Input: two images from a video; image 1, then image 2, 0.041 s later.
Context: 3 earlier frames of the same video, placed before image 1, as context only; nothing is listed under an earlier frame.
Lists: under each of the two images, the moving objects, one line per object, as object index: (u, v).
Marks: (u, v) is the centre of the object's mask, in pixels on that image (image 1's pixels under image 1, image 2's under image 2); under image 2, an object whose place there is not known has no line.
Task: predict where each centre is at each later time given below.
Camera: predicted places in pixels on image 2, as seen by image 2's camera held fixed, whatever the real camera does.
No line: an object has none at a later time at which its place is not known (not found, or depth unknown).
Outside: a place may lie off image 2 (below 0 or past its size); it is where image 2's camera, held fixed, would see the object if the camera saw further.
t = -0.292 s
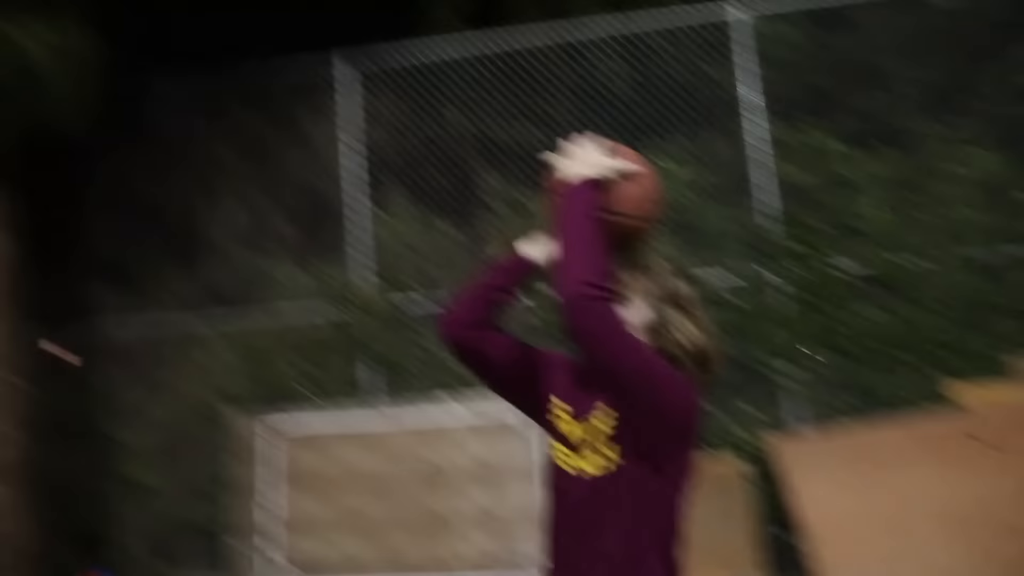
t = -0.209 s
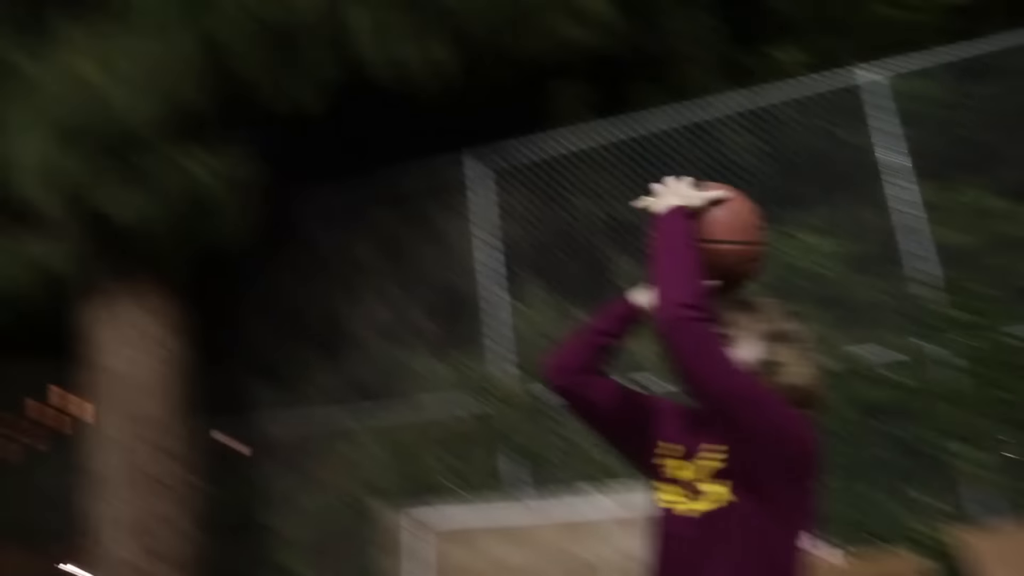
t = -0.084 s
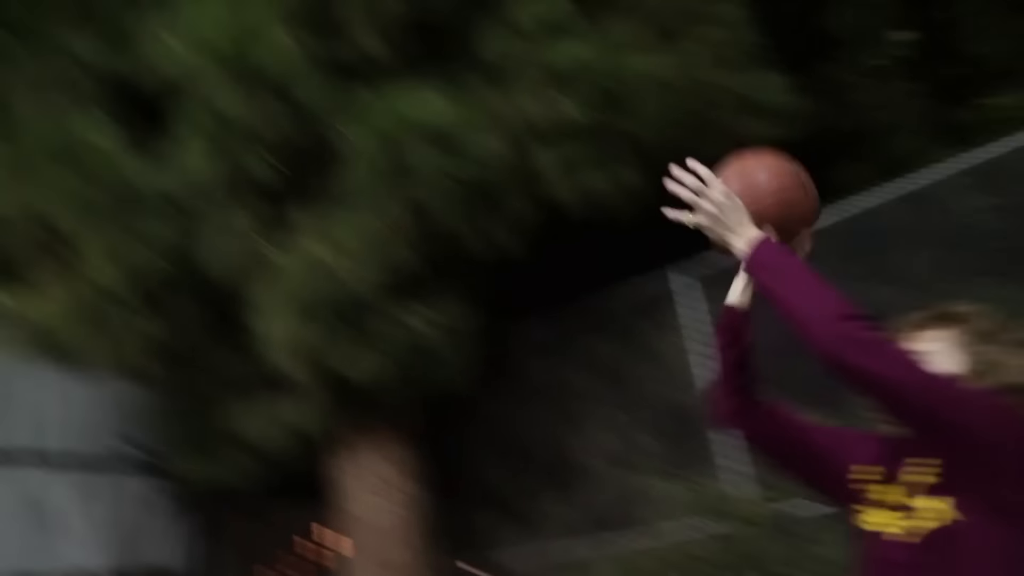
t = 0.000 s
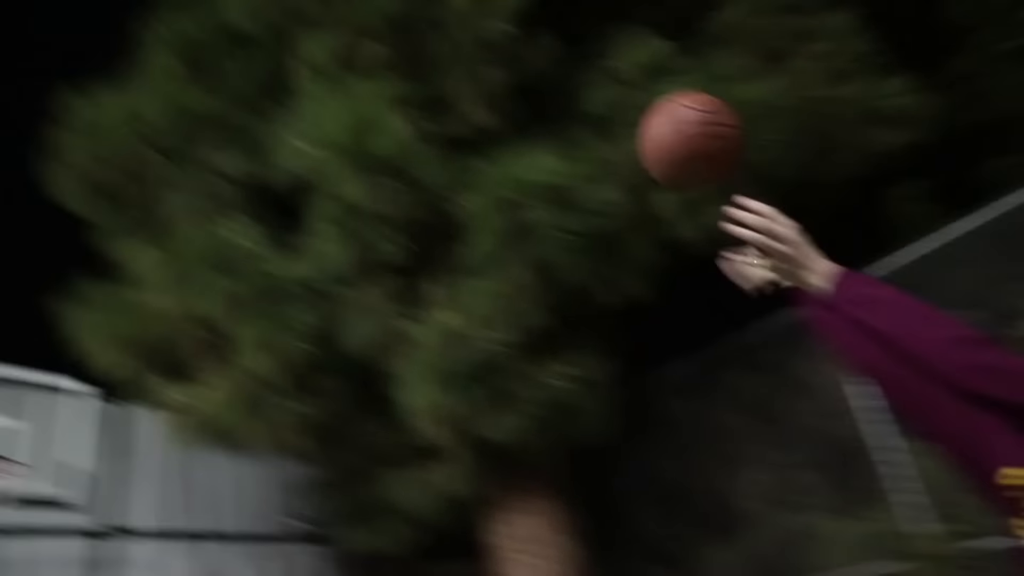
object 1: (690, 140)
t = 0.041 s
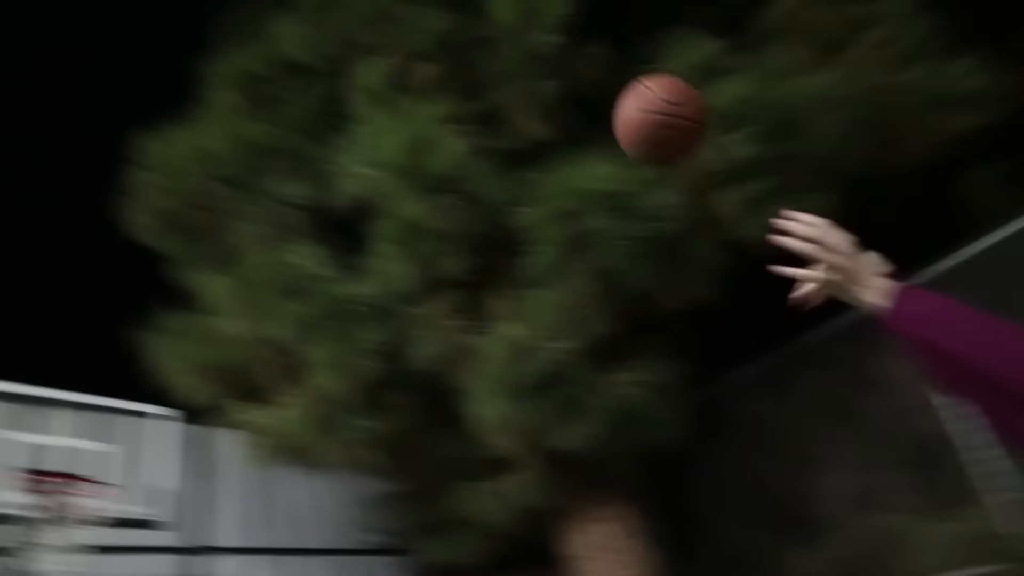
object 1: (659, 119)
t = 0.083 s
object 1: (589, 108)
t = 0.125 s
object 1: (532, 104)
